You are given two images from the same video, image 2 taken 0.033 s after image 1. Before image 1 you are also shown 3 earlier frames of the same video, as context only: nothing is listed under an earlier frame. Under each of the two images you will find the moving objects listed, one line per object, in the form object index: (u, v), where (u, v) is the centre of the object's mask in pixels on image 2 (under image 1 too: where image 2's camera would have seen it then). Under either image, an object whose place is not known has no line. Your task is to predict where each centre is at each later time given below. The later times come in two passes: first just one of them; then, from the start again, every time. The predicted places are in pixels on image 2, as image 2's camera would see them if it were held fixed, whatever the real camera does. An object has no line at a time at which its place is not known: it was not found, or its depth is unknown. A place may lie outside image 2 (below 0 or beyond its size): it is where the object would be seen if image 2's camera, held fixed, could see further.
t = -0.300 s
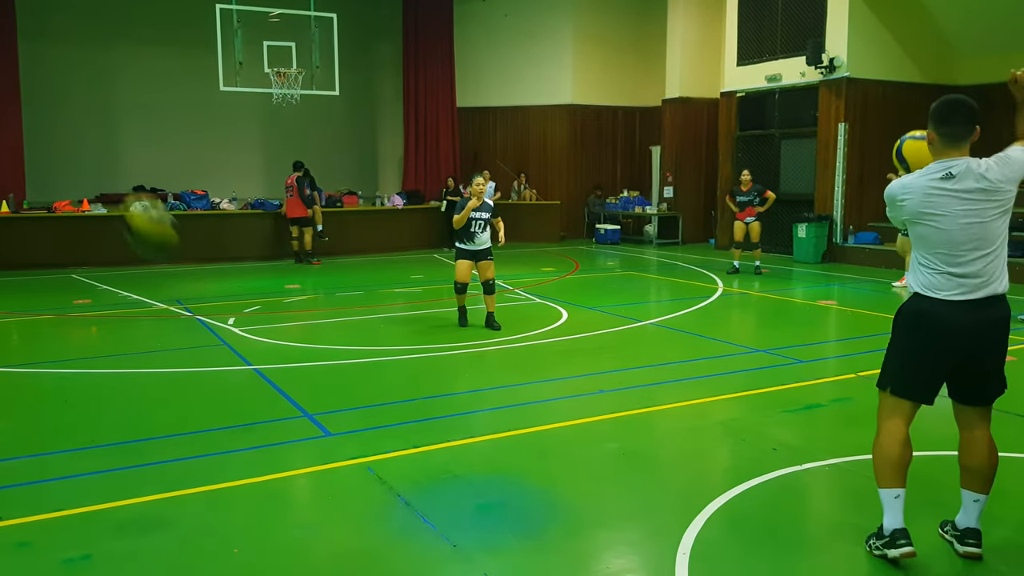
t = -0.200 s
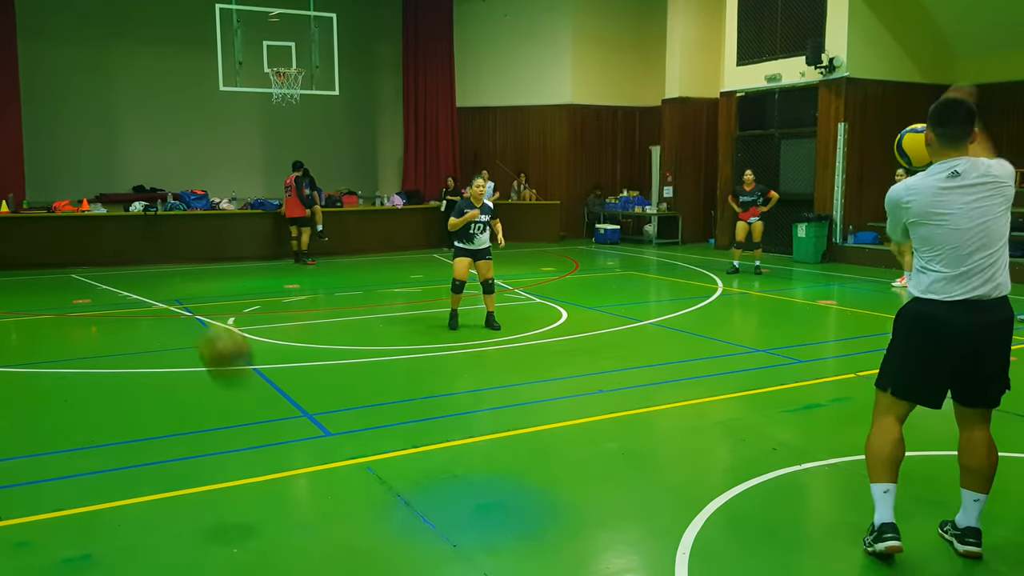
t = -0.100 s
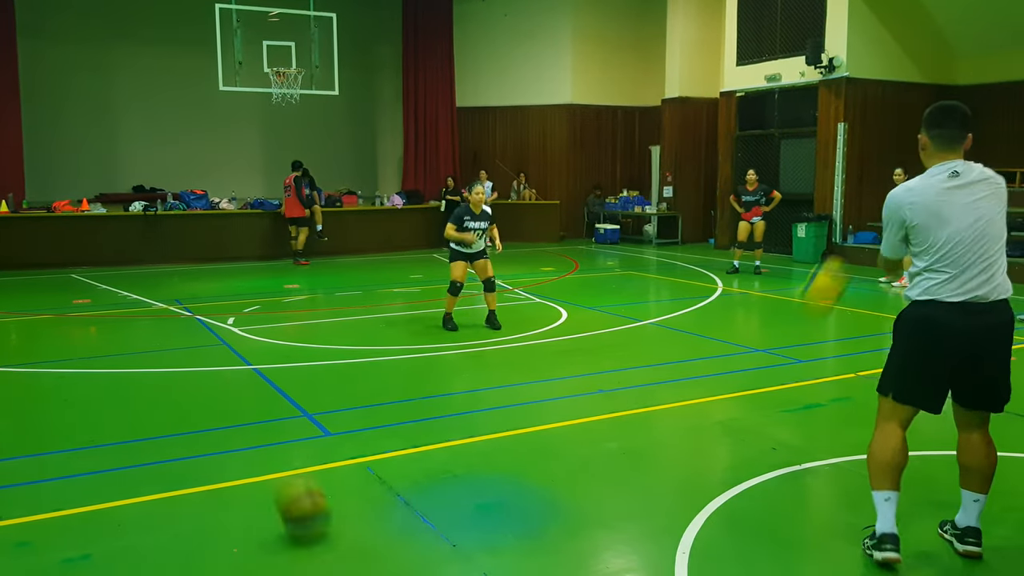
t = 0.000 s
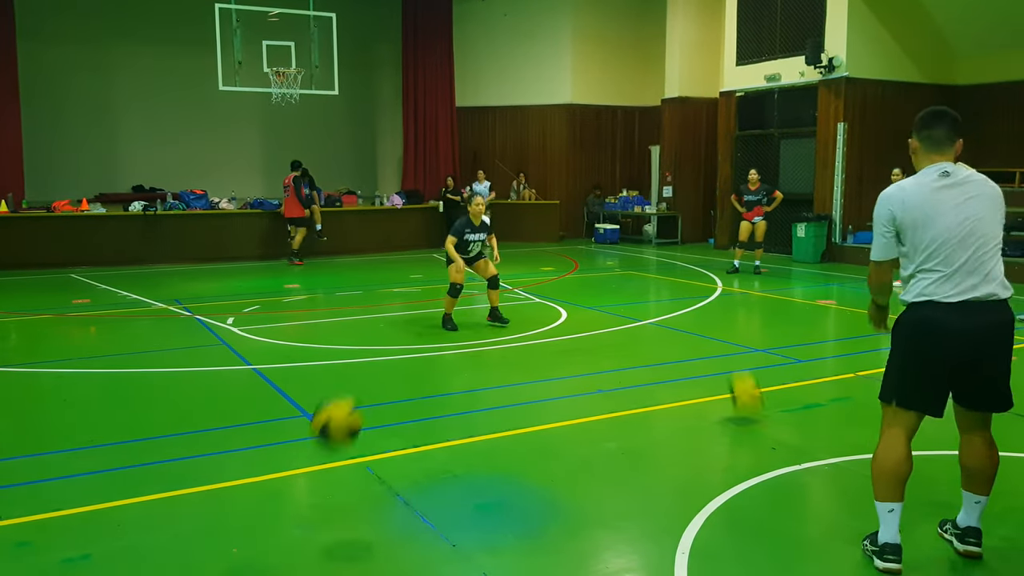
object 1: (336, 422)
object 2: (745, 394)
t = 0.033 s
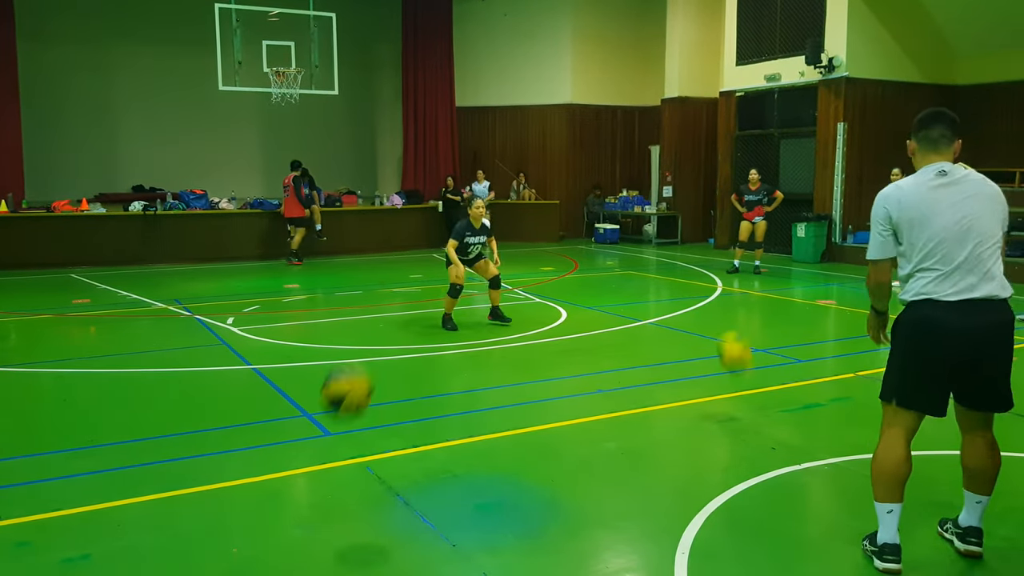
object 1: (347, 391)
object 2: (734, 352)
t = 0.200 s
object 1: (404, 262)
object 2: (686, 202)
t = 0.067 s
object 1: (357, 361)
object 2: (725, 318)
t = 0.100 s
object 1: (369, 335)
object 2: (715, 285)
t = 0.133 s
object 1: (381, 308)
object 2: (705, 253)
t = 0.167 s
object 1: (392, 284)
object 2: (695, 227)
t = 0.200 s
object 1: (404, 262)
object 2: (686, 202)
